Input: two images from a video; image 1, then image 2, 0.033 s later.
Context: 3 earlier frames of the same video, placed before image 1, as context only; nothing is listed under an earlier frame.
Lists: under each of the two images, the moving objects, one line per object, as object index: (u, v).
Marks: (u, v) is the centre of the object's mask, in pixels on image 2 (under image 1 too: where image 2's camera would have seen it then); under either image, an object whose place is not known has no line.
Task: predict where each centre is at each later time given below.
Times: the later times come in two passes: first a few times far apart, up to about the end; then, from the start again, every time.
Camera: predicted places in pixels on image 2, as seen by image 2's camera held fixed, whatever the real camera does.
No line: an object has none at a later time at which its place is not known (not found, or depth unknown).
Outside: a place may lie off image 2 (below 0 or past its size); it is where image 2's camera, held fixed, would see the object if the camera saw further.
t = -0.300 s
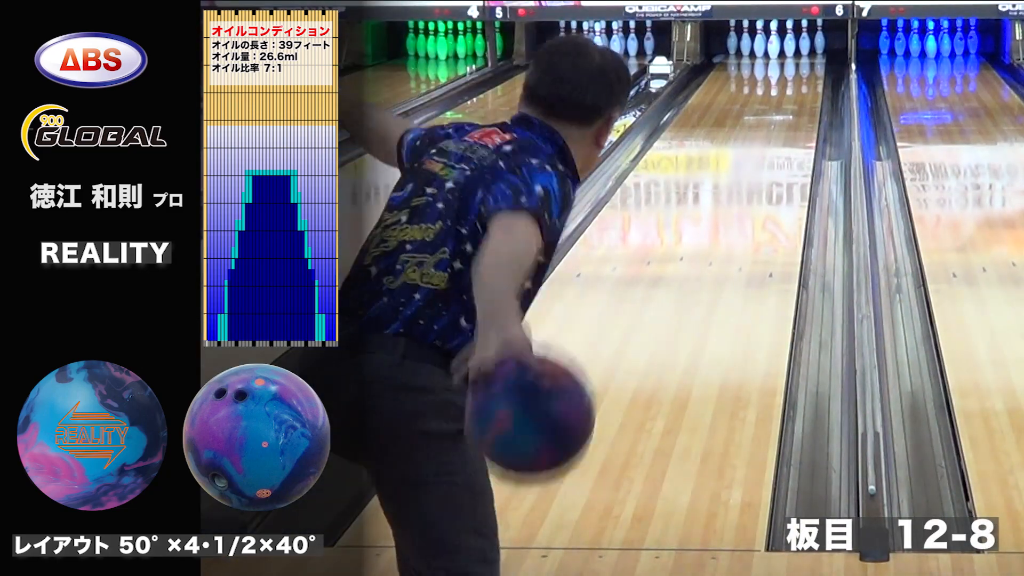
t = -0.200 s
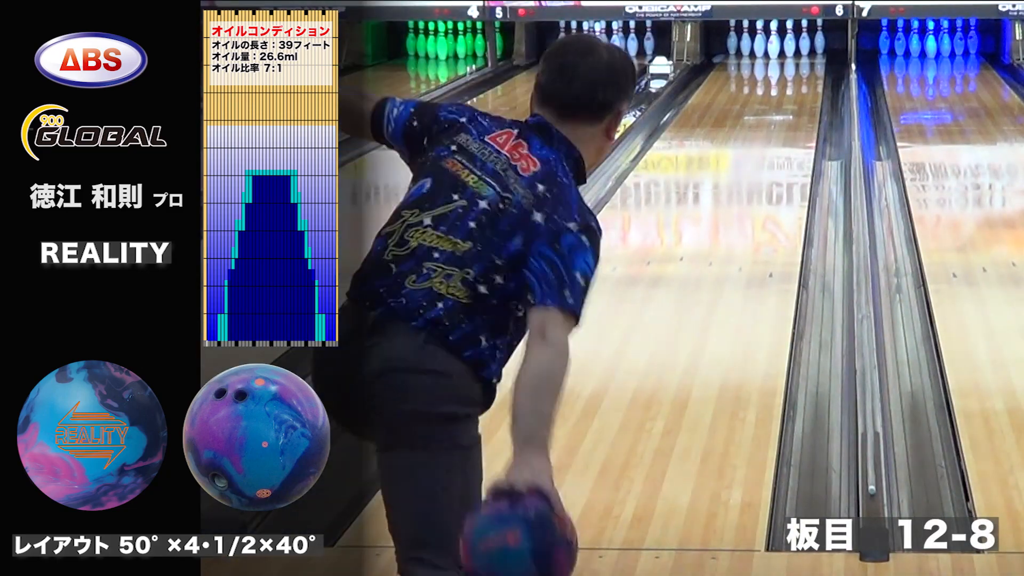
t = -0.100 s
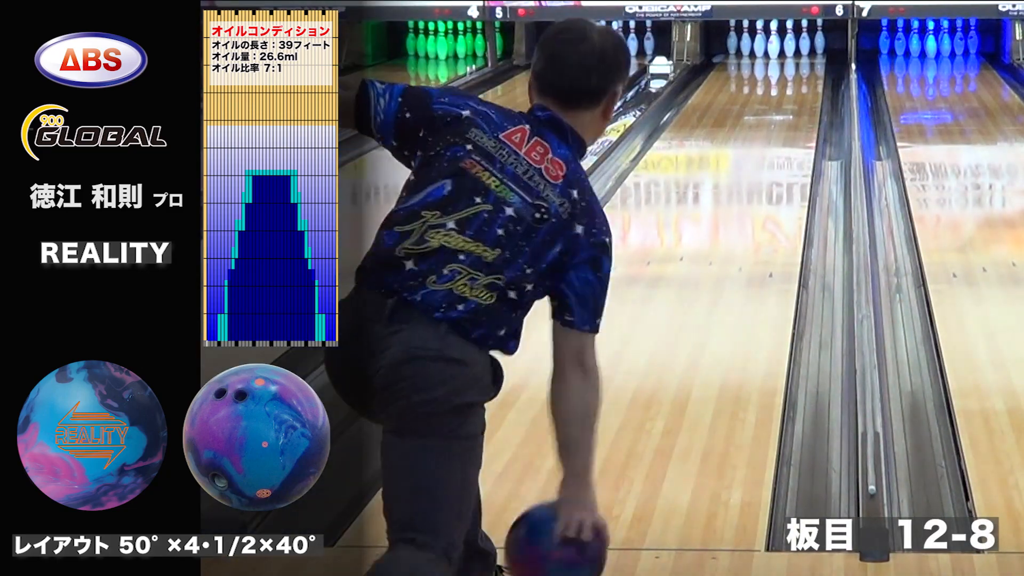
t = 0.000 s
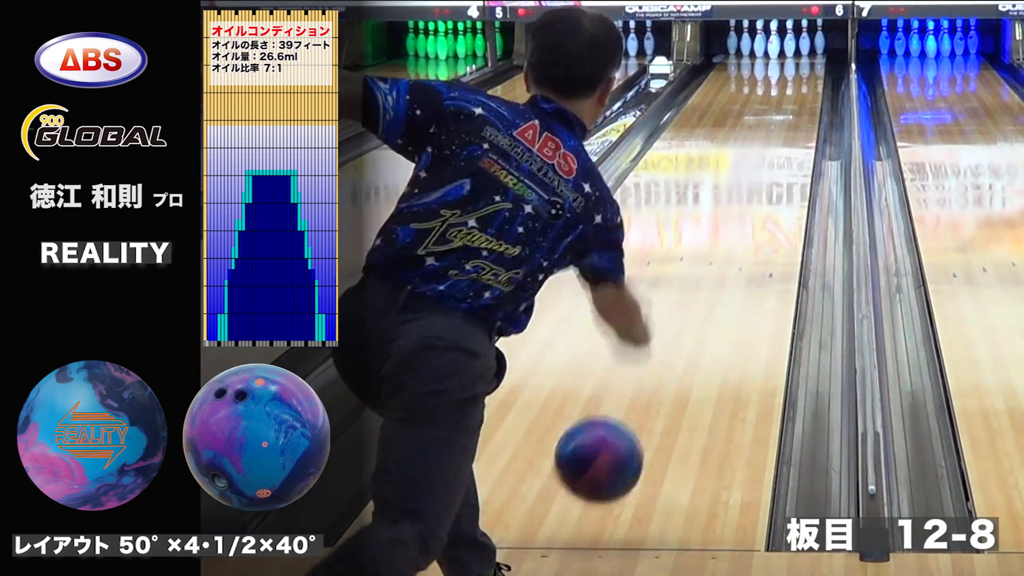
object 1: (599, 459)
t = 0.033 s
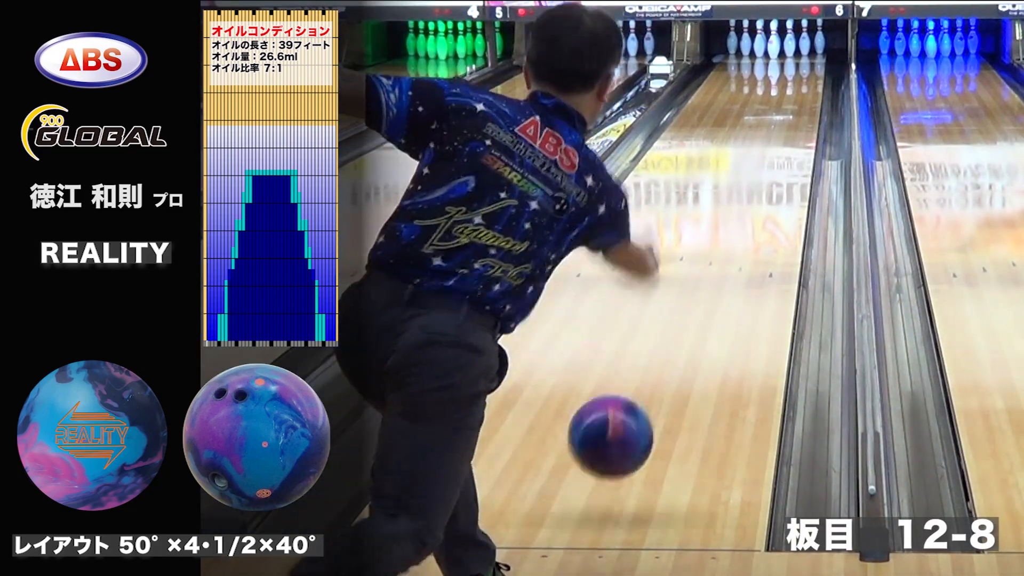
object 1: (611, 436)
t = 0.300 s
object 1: (682, 339)
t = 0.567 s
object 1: (723, 253)
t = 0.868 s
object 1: (752, 189)
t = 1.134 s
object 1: (769, 149)
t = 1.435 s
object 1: (782, 117)
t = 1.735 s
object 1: (790, 92)
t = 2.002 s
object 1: (792, 75)
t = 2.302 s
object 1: (788, 61)
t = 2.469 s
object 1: (783, 54)
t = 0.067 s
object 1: (622, 419)
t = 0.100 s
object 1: (633, 405)
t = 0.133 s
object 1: (643, 398)
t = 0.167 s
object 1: (652, 394)
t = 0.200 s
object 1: (660, 384)
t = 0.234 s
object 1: (668, 367)
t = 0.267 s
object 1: (675, 353)
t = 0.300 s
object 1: (682, 339)
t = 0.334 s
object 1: (688, 325)
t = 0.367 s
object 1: (694, 313)
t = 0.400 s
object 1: (699, 302)
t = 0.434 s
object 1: (705, 291)
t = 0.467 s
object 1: (709, 281)
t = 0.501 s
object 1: (714, 271)
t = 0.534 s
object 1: (719, 261)
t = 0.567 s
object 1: (723, 253)
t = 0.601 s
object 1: (727, 244)
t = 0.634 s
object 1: (731, 236)
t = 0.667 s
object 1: (734, 228)
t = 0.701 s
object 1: (737, 220)
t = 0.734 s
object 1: (740, 214)
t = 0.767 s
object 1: (743, 207)
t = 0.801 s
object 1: (746, 201)
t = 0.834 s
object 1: (749, 195)
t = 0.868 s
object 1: (752, 189)
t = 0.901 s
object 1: (754, 183)
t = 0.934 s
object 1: (756, 178)
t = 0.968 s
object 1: (759, 172)
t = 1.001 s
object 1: (761, 167)
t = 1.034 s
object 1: (763, 163)
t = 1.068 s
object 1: (765, 158)
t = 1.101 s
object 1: (767, 153)
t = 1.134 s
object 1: (769, 149)
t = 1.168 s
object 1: (770, 145)
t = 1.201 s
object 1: (772, 141)
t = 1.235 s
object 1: (773, 137)
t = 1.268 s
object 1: (775, 133)
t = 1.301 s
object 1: (777, 130)
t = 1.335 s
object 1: (778, 126)
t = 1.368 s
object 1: (779, 123)
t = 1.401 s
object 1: (781, 120)
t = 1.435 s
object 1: (782, 117)
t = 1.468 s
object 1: (783, 114)
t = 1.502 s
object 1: (784, 111)
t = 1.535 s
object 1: (785, 108)
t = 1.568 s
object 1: (786, 105)
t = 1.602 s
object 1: (787, 102)
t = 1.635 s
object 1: (788, 100)
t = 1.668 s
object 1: (789, 97)
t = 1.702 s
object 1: (789, 95)
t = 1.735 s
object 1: (790, 92)
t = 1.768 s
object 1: (790, 90)
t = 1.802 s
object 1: (791, 88)
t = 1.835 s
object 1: (791, 86)
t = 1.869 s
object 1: (791, 83)
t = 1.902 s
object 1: (792, 82)
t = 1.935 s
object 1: (791, 80)
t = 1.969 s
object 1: (792, 78)
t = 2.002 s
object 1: (792, 75)
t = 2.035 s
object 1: (792, 73)
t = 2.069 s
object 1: (791, 72)
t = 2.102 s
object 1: (791, 70)
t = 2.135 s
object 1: (791, 69)
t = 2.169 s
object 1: (790, 67)
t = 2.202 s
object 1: (790, 65)
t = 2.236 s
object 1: (789, 63)
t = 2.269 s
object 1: (789, 62)
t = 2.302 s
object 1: (788, 61)
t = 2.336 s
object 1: (787, 59)
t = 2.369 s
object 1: (787, 57)
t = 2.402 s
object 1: (785, 56)
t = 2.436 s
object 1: (784, 55)
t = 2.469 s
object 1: (783, 54)
